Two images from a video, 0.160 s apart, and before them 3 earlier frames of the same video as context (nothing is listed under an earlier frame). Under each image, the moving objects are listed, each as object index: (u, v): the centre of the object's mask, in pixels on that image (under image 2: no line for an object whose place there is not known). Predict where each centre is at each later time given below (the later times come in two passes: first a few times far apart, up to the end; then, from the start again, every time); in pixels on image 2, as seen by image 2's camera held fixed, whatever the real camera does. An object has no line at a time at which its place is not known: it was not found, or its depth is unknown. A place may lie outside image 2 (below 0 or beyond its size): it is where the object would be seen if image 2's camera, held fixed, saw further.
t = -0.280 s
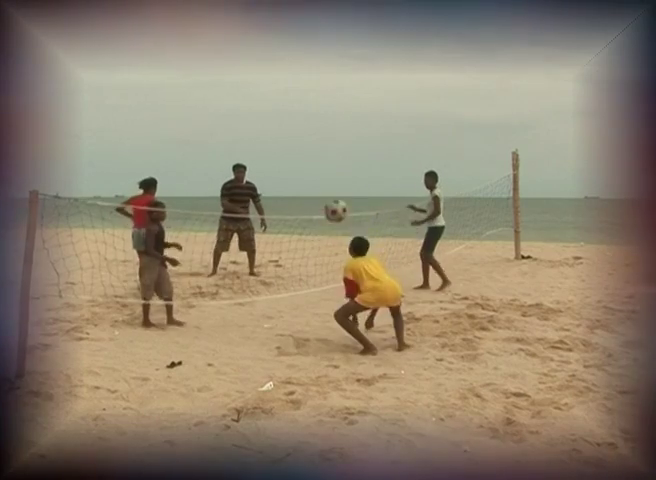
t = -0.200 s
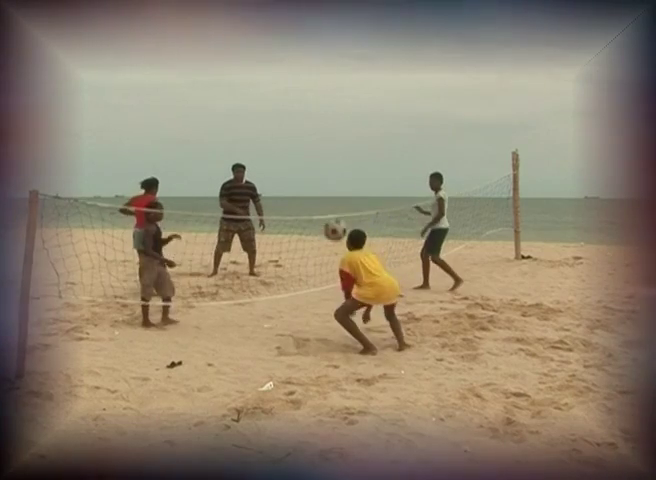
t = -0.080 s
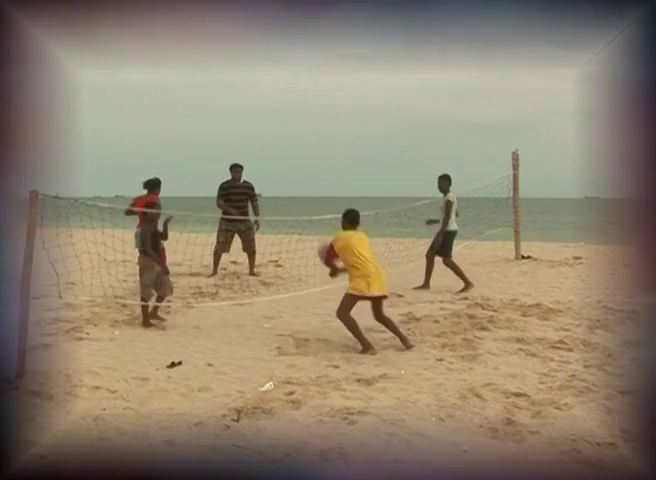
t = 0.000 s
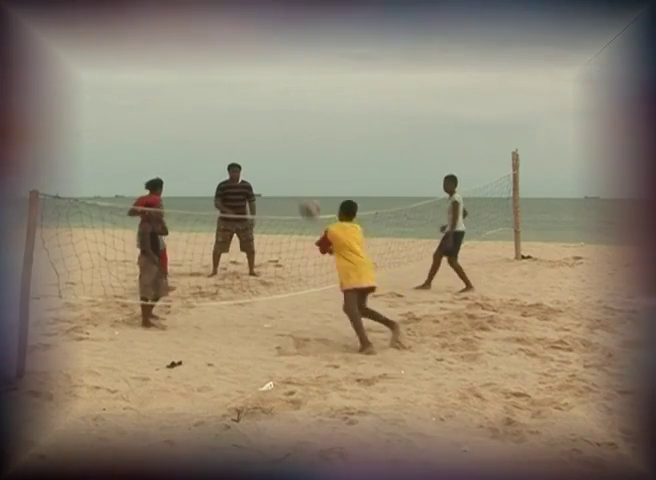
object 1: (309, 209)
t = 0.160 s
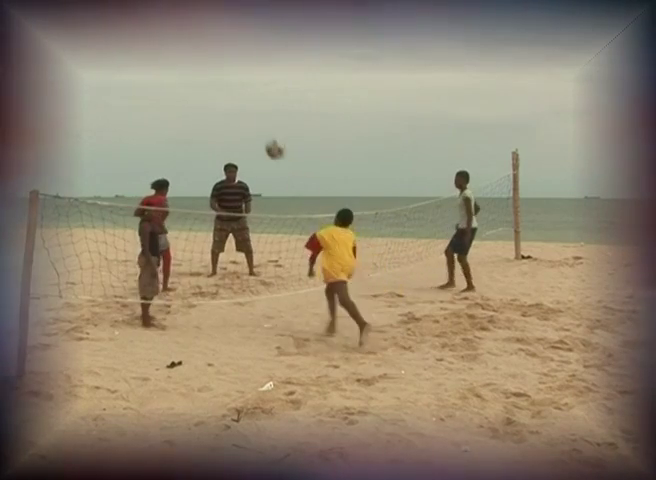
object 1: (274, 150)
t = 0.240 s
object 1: (259, 133)
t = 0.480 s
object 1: (219, 117)
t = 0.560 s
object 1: (208, 121)
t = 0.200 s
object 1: (266, 141)
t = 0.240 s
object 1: (259, 133)
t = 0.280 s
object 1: (252, 126)
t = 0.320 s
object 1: (245, 122)
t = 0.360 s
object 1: (238, 119)
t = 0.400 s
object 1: (232, 117)
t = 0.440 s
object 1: (225, 116)
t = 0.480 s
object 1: (219, 117)
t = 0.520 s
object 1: (214, 119)
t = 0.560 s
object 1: (208, 121)
